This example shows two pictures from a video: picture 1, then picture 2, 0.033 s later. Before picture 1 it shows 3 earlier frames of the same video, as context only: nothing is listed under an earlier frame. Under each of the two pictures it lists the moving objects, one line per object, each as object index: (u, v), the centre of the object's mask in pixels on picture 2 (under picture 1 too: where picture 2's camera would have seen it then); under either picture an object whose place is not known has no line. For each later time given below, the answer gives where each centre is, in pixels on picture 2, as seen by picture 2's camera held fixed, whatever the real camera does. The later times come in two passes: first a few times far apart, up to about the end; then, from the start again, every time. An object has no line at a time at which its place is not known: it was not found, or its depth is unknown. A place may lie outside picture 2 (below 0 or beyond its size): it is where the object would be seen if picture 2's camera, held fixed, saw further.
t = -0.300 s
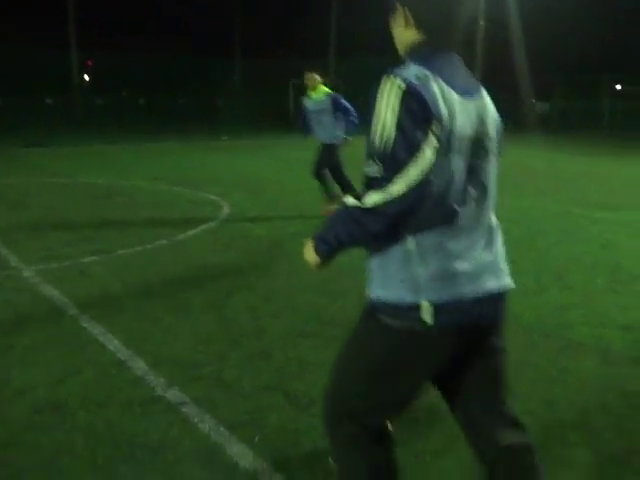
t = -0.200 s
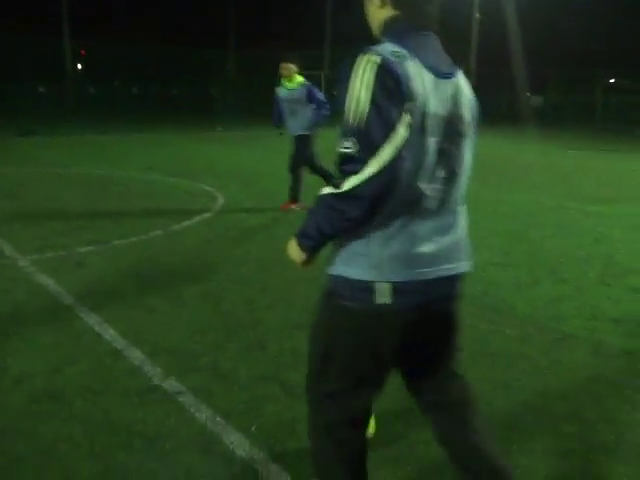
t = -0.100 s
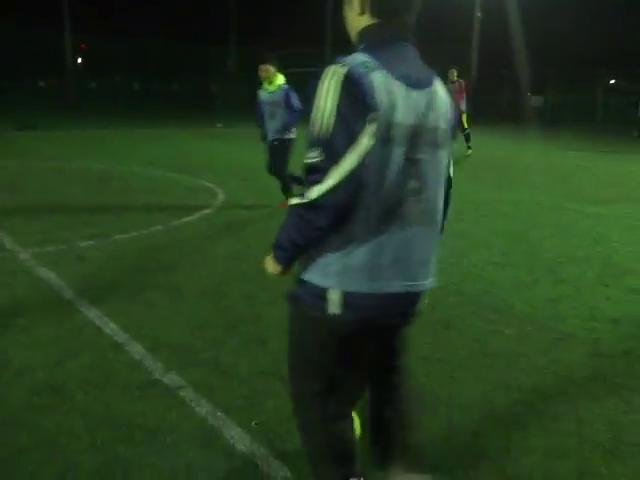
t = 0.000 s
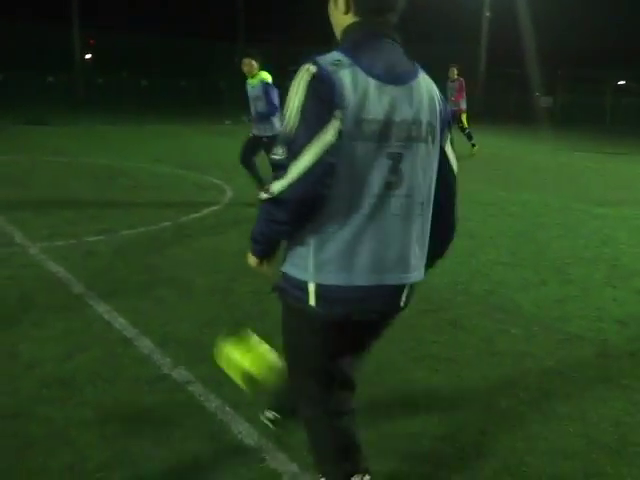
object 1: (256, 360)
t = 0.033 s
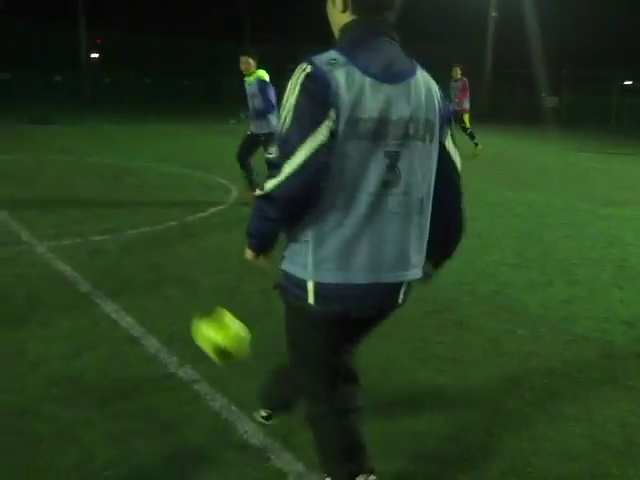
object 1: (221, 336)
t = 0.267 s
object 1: (79, 262)
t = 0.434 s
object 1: (39, 233)
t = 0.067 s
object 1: (192, 317)
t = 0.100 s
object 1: (166, 301)
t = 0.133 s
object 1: (143, 289)
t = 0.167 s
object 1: (123, 280)
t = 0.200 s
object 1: (105, 274)
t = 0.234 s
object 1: (90, 270)
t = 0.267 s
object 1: (79, 262)
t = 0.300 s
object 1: (67, 253)
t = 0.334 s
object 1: (59, 245)
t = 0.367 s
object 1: (50, 239)
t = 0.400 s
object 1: (44, 234)
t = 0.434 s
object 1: (39, 233)
